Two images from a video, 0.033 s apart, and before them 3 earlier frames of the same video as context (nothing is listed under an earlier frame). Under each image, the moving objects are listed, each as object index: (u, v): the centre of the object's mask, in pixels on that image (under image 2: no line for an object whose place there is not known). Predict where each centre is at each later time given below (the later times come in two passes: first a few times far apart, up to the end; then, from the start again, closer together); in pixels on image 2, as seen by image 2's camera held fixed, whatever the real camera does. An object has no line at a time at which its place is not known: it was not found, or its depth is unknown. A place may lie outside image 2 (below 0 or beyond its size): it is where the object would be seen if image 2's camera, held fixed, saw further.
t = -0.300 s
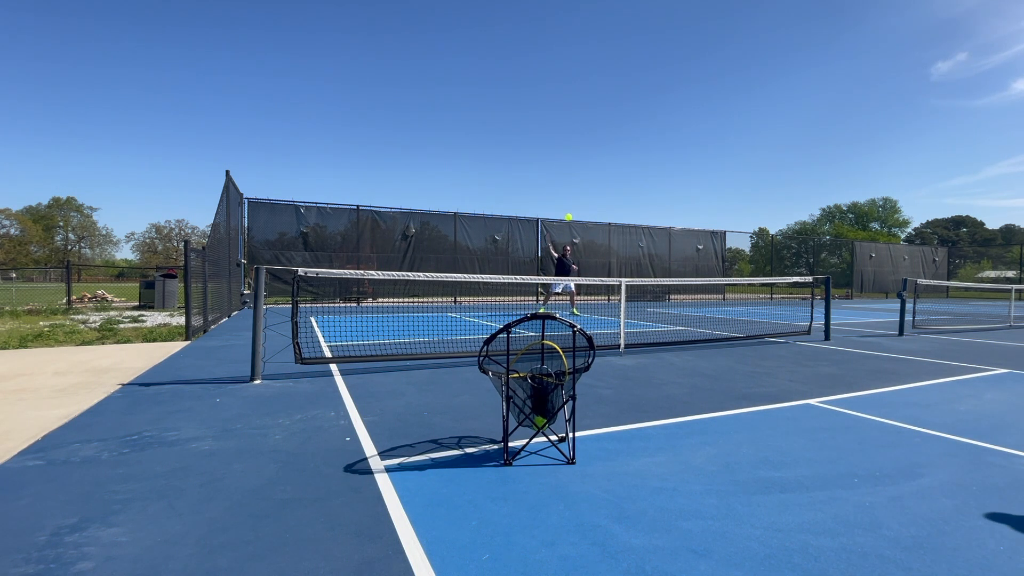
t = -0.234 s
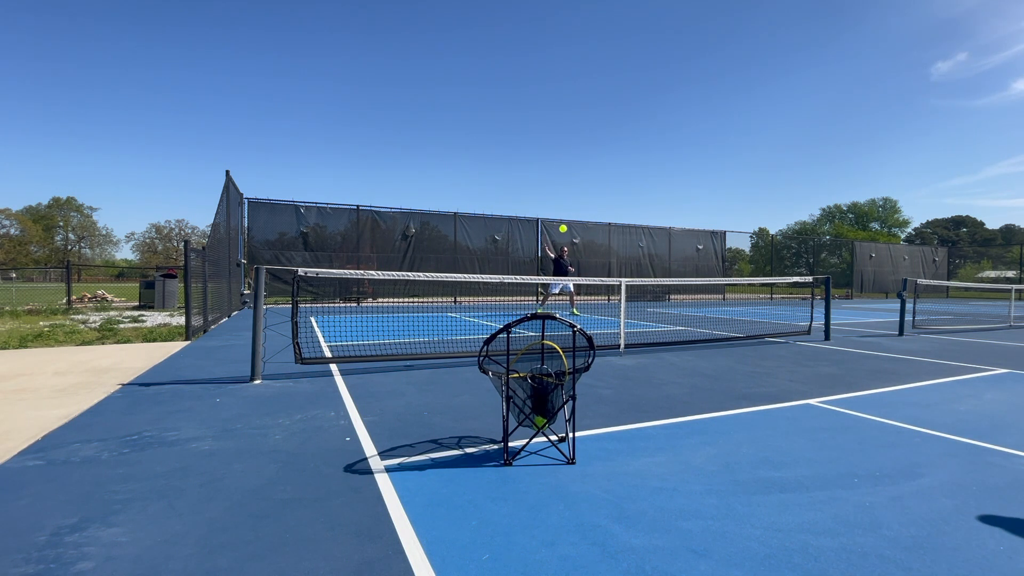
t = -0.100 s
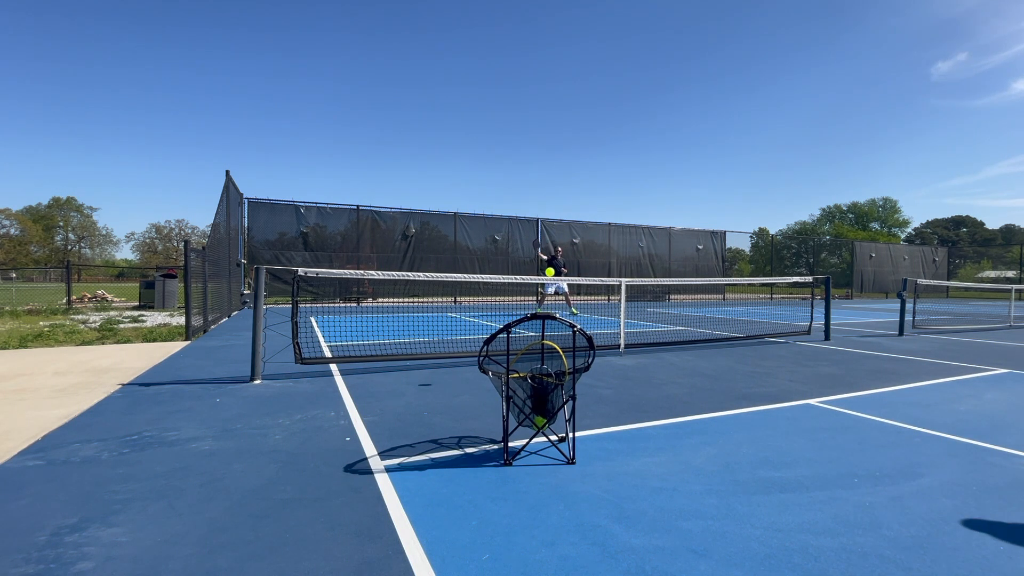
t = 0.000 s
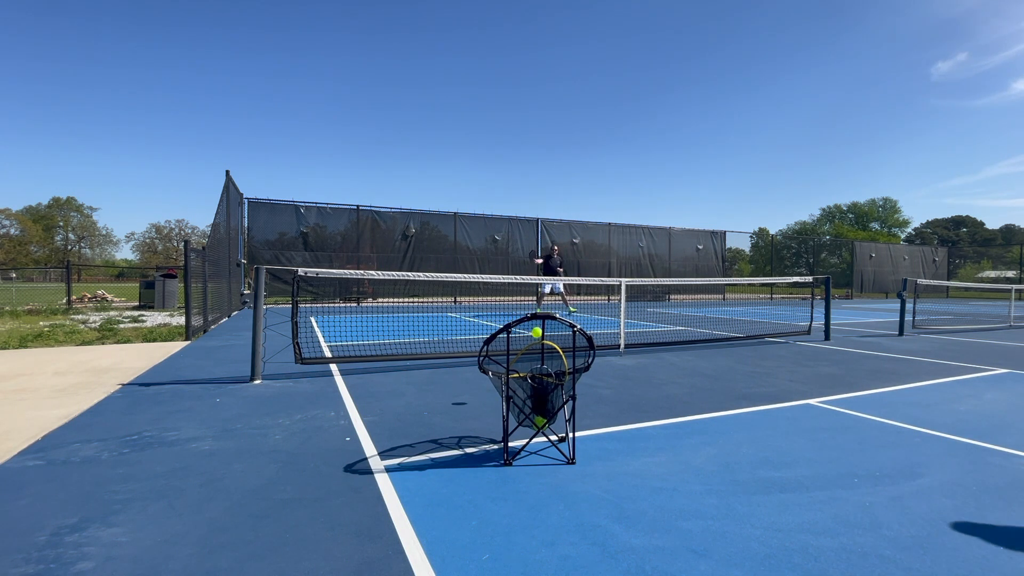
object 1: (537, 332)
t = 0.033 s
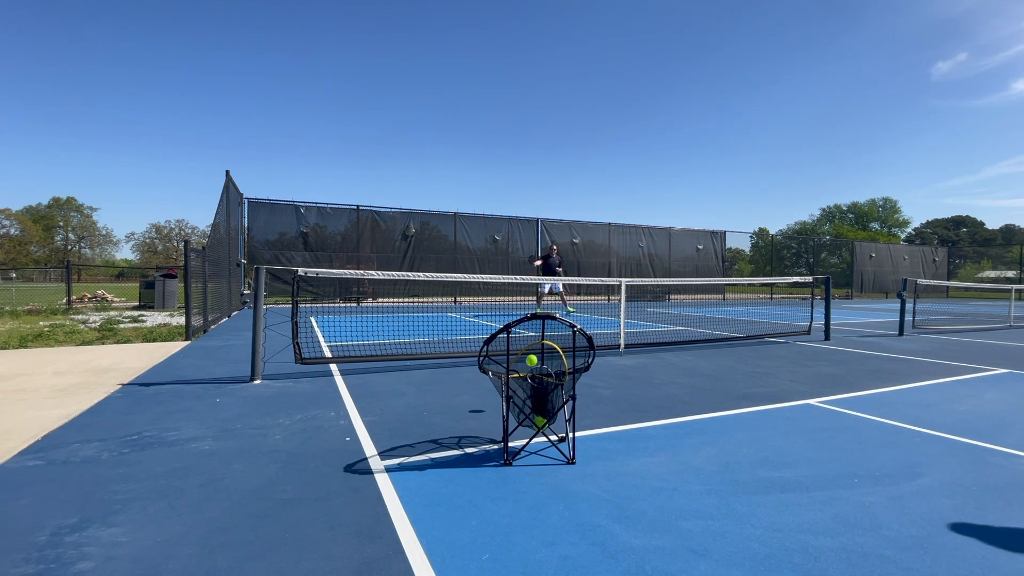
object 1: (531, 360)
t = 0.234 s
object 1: (488, 380)
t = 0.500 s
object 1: (401, 416)
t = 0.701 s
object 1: (350, 409)
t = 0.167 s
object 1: (514, 384)
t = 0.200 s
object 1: (498, 381)
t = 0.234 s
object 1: (488, 380)
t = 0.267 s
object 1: (477, 380)
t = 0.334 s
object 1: (454, 389)
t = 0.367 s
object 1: (442, 397)
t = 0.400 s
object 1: (431, 407)
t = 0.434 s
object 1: (419, 418)
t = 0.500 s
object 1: (401, 416)
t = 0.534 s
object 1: (393, 410)
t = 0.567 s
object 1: (384, 405)
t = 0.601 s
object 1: (376, 403)
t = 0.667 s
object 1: (359, 405)
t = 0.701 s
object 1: (350, 409)
